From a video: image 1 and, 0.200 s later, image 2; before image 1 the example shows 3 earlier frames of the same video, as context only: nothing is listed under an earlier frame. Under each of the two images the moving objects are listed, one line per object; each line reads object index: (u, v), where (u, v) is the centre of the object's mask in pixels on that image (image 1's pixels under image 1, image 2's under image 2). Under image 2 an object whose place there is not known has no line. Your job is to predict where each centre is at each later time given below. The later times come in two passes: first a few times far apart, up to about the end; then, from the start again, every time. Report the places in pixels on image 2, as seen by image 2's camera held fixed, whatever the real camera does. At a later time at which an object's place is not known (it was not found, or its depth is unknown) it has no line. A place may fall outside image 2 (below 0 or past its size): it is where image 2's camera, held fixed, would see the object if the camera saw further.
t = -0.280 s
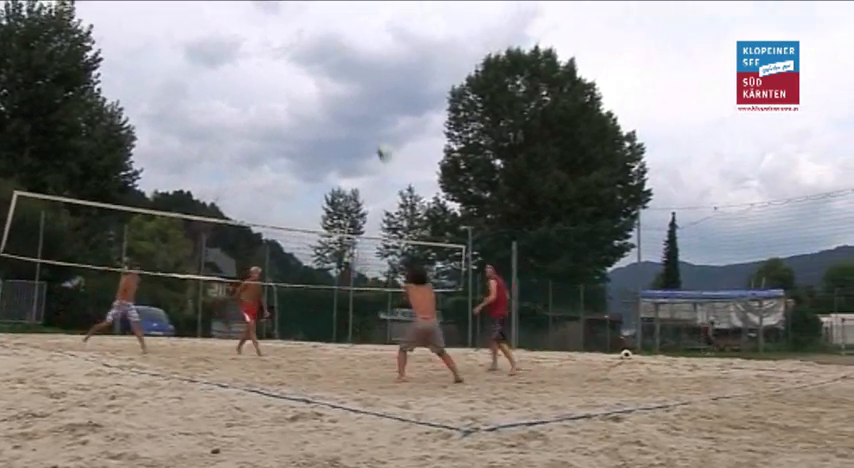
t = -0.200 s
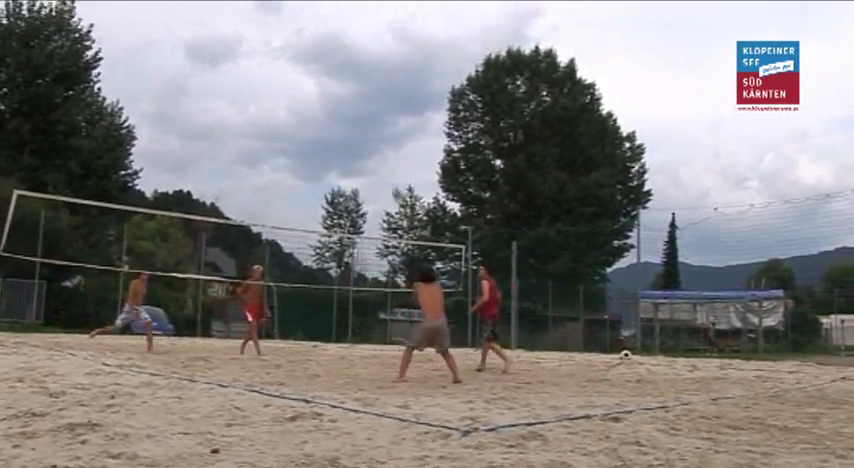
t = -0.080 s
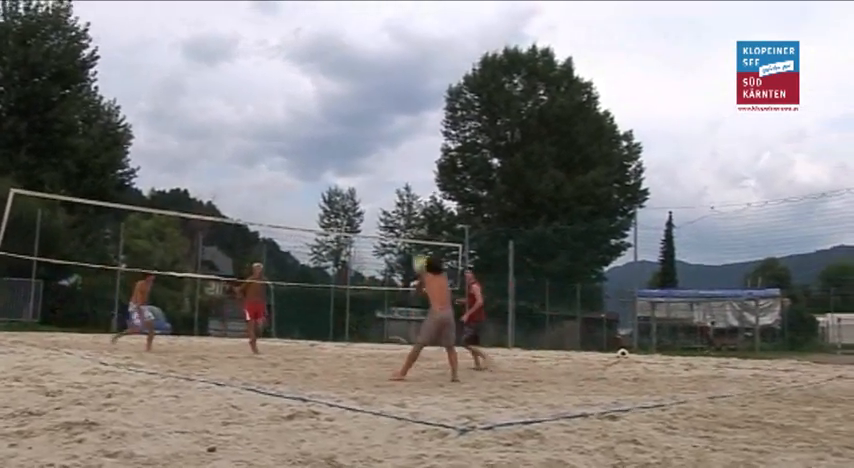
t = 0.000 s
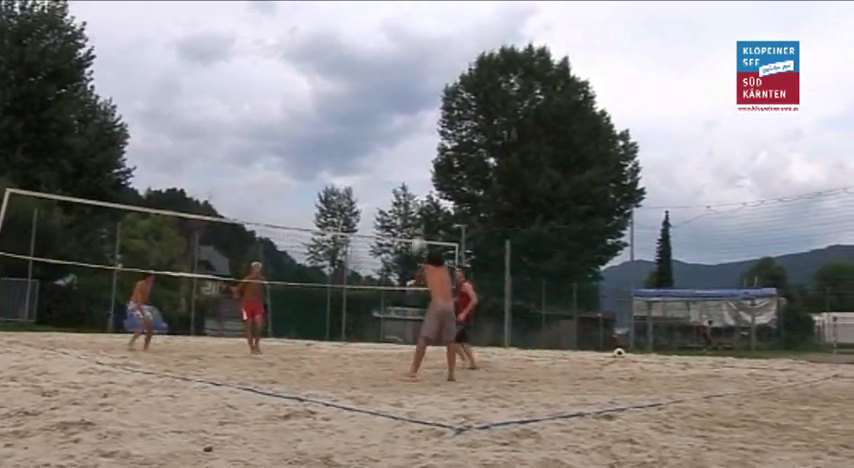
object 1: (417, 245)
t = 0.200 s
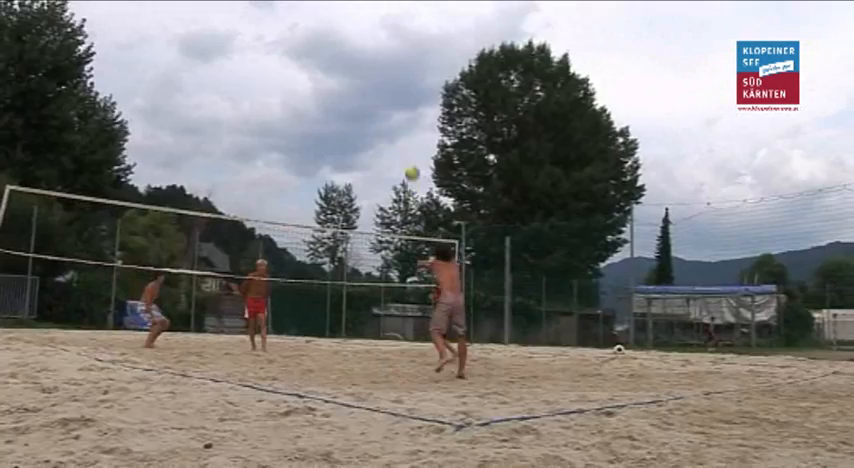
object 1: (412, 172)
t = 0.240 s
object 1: (410, 163)
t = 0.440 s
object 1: (402, 129)
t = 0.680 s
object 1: (397, 127)
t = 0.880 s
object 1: (391, 148)
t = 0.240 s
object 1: (410, 163)
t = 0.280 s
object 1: (409, 153)
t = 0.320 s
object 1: (408, 146)
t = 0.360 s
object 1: (405, 140)
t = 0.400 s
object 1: (404, 134)
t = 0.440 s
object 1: (402, 129)
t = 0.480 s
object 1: (399, 125)
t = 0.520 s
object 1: (399, 122)
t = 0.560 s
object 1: (399, 122)
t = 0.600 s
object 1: (399, 122)
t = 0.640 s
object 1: (398, 124)
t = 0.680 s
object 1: (397, 127)
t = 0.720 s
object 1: (396, 130)
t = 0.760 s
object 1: (395, 133)
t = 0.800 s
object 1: (393, 137)
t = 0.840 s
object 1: (393, 142)
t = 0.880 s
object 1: (391, 148)
